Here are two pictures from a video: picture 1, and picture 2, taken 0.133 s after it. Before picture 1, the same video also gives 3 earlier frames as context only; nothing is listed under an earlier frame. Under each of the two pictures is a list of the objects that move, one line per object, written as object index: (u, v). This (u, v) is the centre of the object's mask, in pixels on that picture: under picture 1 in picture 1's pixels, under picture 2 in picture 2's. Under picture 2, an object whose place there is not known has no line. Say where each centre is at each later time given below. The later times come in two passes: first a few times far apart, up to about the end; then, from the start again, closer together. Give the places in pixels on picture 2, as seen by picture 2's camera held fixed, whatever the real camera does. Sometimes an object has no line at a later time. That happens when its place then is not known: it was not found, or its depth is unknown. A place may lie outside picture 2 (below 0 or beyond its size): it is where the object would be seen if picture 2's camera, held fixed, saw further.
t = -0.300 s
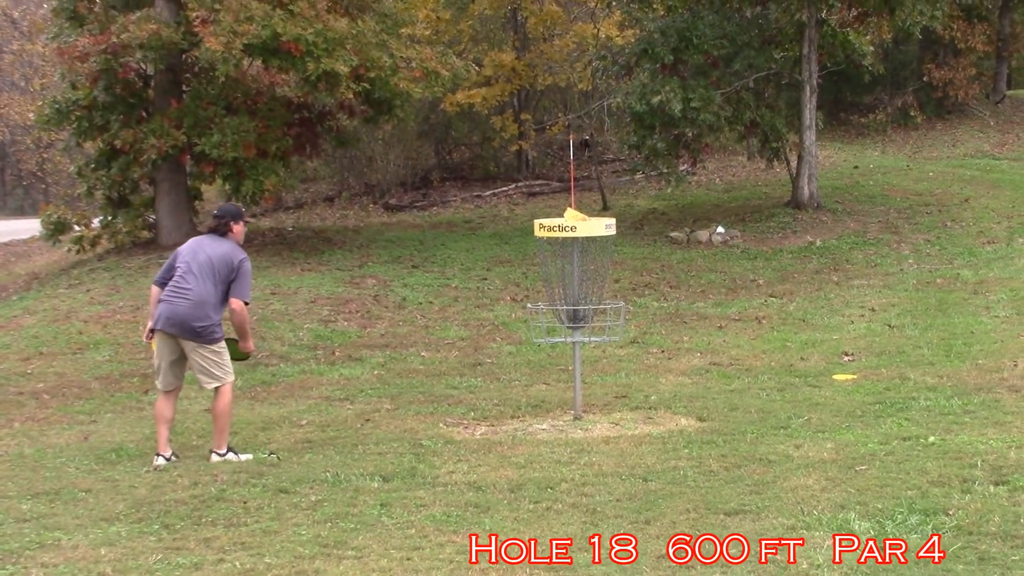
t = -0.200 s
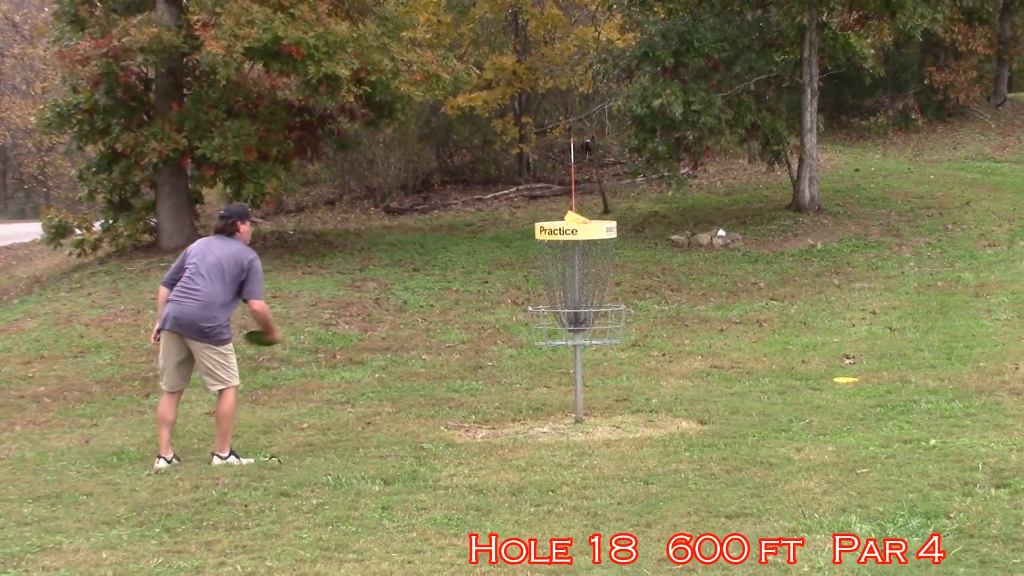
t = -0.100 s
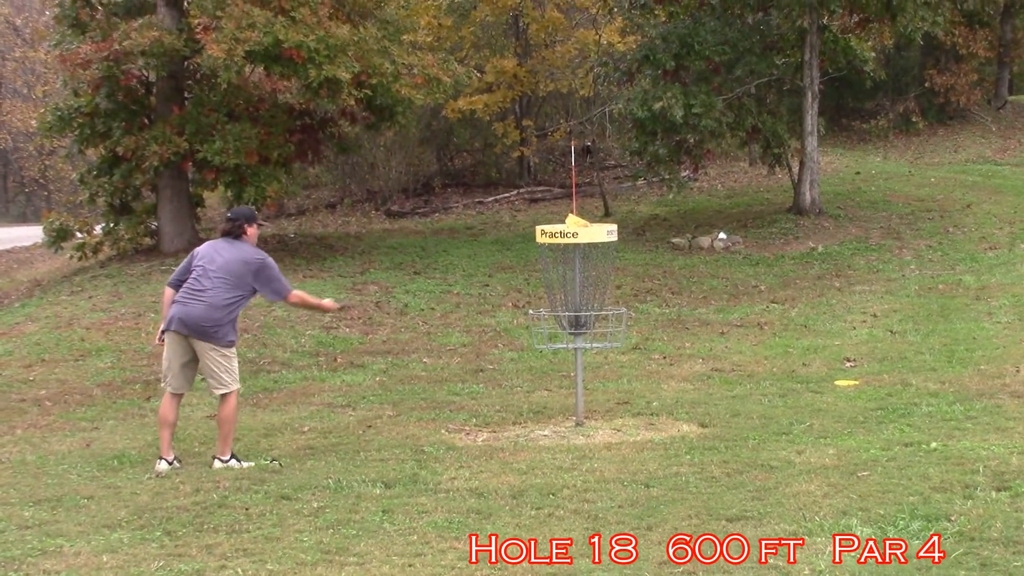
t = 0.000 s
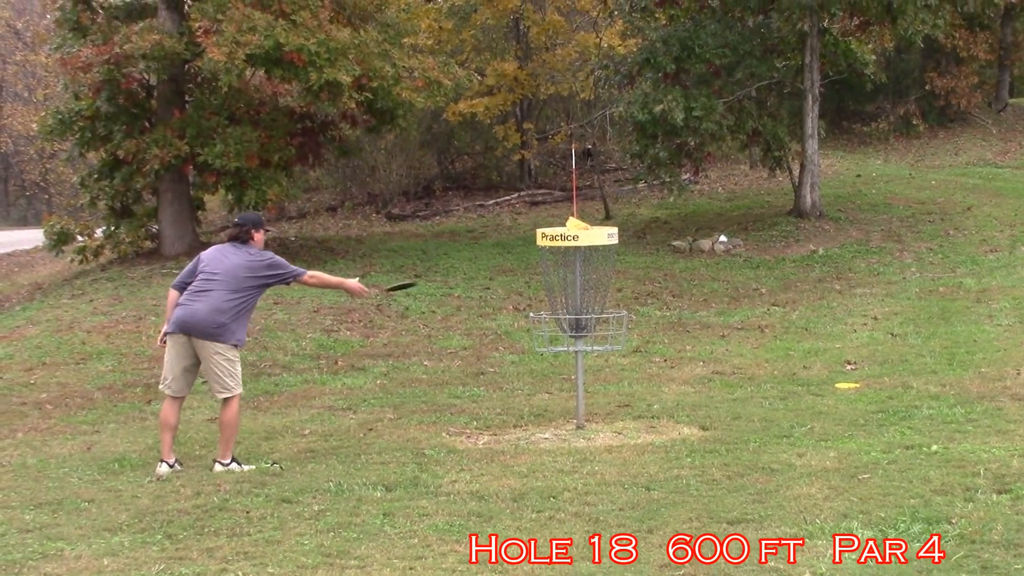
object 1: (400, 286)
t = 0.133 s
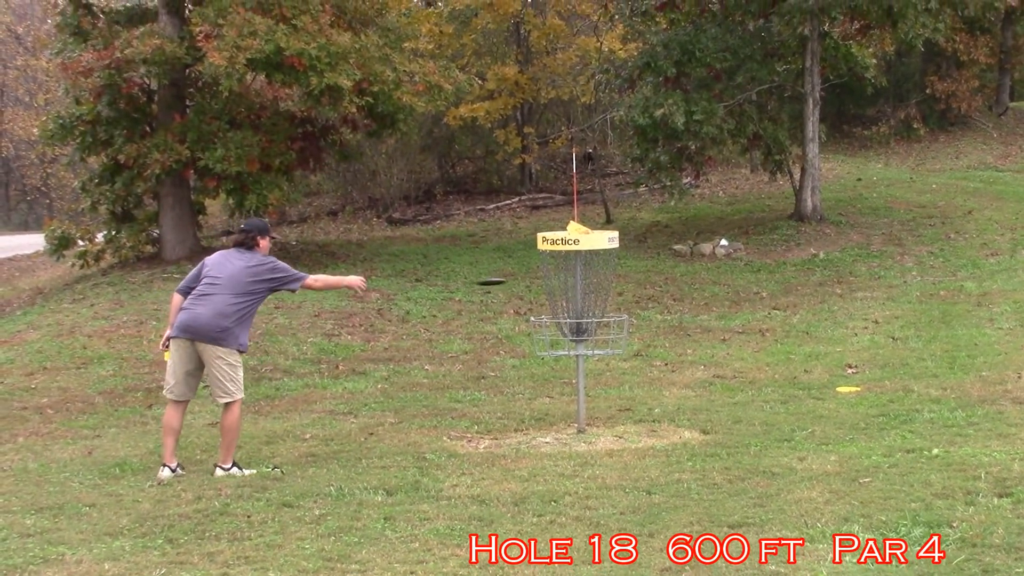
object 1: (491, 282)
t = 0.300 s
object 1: (570, 303)
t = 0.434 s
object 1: (576, 303)
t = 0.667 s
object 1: (558, 336)
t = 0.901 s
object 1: (558, 344)
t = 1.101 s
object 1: (558, 348)
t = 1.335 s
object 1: (559, 348)
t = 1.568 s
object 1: (558, 350)
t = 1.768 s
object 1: (559, 350)
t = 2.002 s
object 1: (557, 351)
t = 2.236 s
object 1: (557, 351)
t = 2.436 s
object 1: (556, 352)
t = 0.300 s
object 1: (570, 303)
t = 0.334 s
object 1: (571, 306)
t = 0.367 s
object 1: (572, 306)
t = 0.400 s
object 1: (573, 301)
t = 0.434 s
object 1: (576, 303)
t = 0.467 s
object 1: (576, 316)
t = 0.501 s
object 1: (574, 325)
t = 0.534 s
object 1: (571, 325)
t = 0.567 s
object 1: (568, 328)
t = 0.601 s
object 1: (565, 330)
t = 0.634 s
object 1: (561, 333)
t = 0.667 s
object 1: (558, 336)
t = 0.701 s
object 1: (557, 339)
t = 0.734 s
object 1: (557, 339)
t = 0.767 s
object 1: (558, 339)
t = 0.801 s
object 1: (558, 340)
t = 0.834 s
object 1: (557, 341)
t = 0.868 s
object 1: (557, 342)
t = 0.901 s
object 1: (558, 344)
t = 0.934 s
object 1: (557, 346)
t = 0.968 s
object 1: (558, 348)
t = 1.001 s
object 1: (556, 350)
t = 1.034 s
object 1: (558, 349)
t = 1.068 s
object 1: (558, 348)
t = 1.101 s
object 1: (558, 348)
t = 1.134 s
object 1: (558, 348)
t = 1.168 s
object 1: (558, 349)
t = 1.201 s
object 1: (558, 349)
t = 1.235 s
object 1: (558, 350)
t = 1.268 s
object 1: (558, 350)
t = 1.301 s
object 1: (558, 350)
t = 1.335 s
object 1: (559, 348)
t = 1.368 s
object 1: (558, 350)
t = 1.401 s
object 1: (558, 350)
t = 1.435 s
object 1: (558, 350)
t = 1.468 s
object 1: (558, 350)
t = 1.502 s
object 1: (559, 348)
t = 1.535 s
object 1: (558, 350)
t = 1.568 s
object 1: (558, 350)
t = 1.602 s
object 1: (557, 350)
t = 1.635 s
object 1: (557, 350)
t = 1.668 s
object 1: (557, 350)
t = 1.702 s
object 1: (556, 350)
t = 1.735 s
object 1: (556, 350)
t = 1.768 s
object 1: (559, 350)
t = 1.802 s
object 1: (557, 350)
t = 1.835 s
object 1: (557, 351)
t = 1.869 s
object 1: (557, 351)
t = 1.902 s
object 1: (557, 351)
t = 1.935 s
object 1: (556, 351)
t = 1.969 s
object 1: (557, 351)
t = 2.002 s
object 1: (557, 351)
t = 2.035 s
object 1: (557, 351)
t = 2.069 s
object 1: (557, 351)
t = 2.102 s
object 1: (558, 351)
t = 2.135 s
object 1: (558, 351)
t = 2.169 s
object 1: (557, 351)
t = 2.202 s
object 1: (557, 351)
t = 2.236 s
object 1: (557, 351)
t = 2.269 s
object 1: (556, 351)
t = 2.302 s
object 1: (557, 351)
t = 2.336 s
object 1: (556, 351)
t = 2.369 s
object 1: (556, 351)
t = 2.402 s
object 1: (557, 351)
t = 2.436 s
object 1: (556, 352)
